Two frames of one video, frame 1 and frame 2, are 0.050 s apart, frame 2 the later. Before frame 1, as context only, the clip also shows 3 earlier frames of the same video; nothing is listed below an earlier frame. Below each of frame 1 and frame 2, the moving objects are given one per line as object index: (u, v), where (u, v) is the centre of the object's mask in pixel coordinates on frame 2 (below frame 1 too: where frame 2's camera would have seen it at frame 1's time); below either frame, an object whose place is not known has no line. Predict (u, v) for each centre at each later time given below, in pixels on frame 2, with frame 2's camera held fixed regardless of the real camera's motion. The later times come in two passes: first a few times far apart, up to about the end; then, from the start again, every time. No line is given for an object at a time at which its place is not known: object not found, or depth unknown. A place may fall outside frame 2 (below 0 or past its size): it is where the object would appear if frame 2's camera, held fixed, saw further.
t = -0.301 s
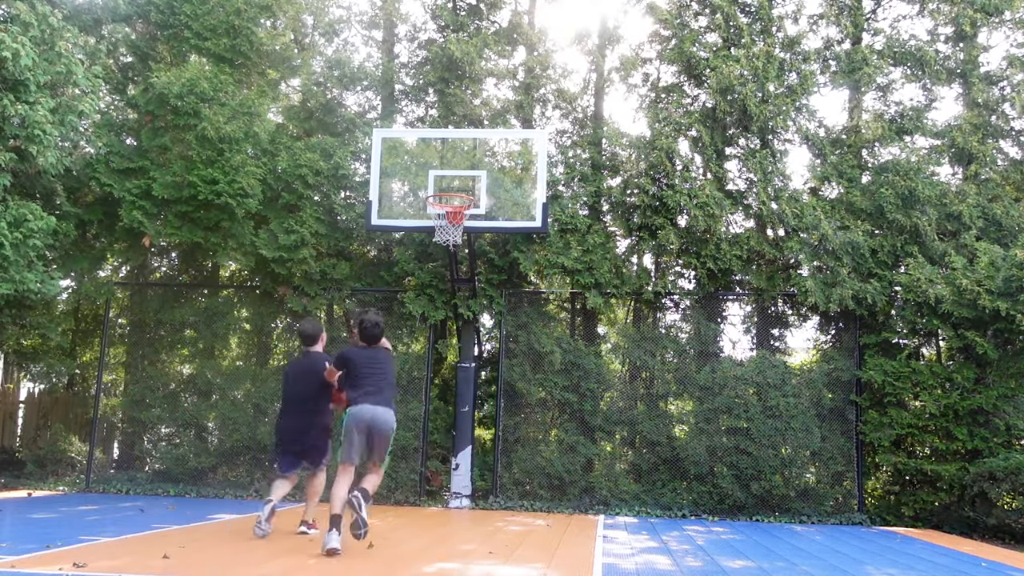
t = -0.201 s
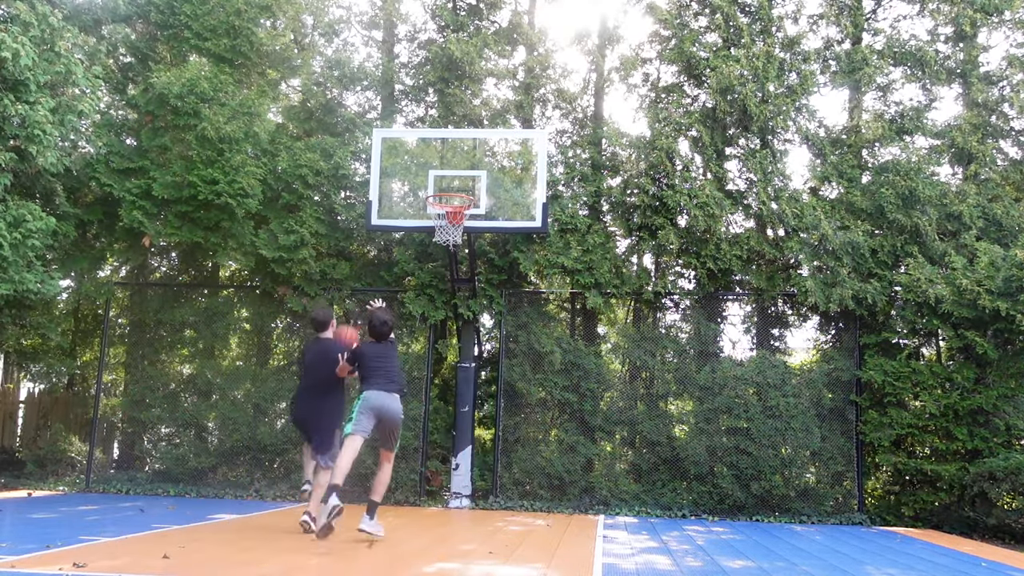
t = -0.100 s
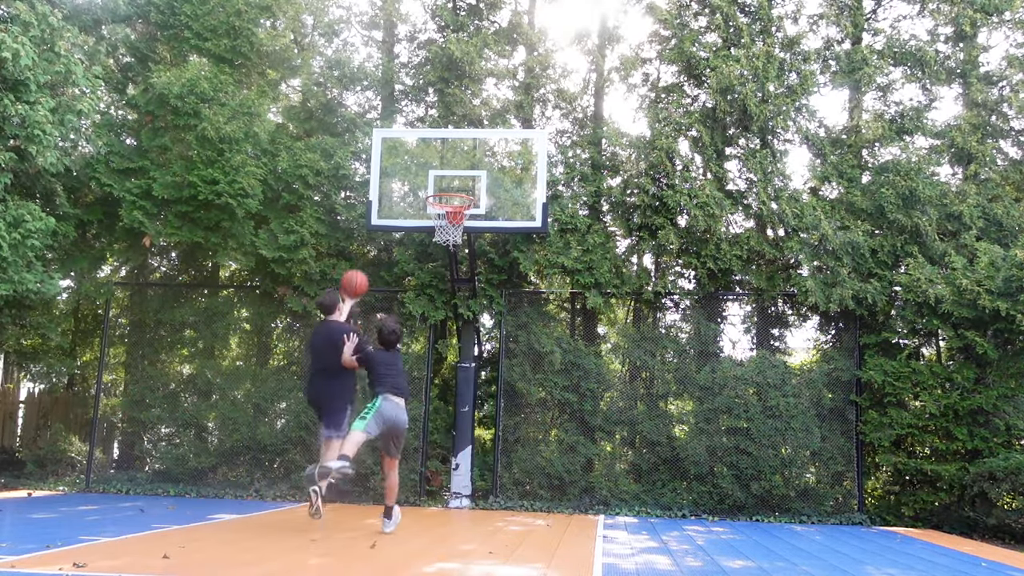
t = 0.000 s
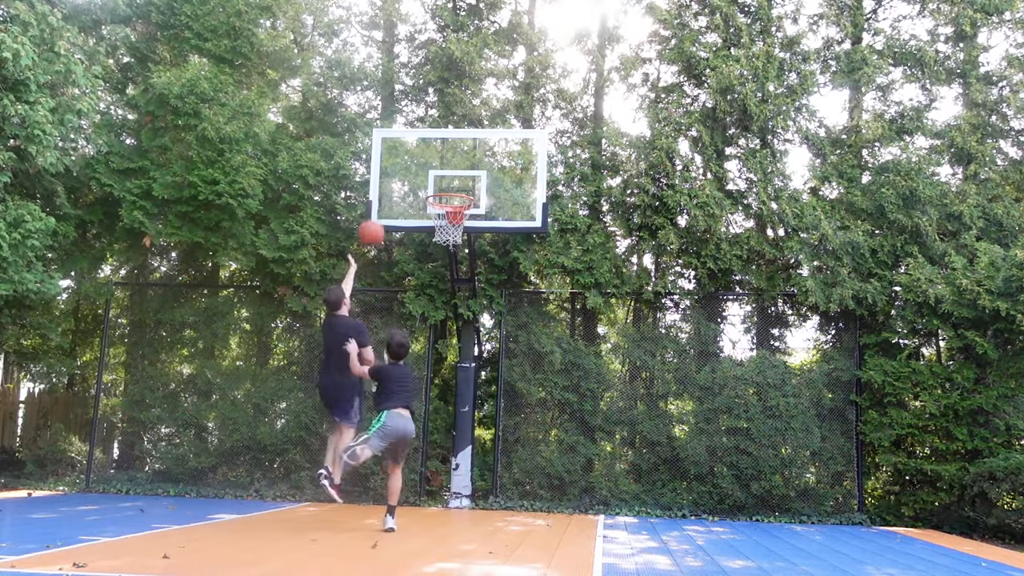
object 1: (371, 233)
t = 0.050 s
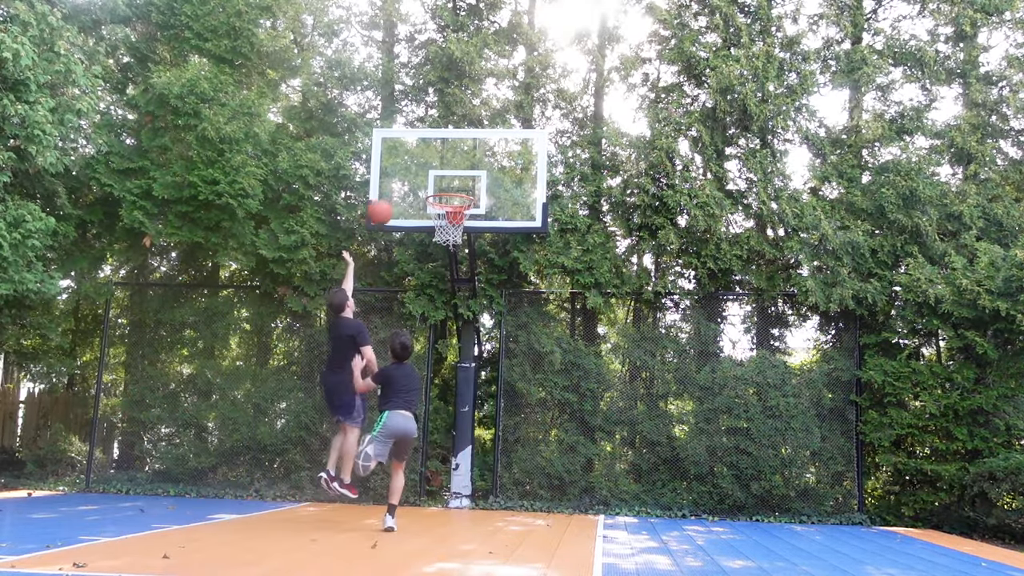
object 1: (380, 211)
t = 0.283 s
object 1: (412, 156)
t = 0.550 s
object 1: (440, 160)
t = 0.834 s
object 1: (455, 186)
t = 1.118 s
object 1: (447, 183)
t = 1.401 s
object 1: (445, 215)
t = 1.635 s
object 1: (453, 270)
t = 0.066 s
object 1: (382, 206)
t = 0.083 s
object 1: (384, 200)
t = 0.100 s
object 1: (387, 195)
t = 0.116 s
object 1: (389, 189)
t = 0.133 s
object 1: (392, 185)
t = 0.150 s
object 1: (394, 180)
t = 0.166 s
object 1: (396, 176)
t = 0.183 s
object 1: (398, 172)
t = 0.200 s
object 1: (400, 169)
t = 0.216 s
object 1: (403, 166)
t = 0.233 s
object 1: (405, 163)
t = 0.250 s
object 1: (407, 161)
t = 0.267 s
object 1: (409, 158)
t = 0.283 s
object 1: (412, 156)
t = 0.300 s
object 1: (413, 155)
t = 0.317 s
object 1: (415, 153)
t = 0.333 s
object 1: (417, 152)
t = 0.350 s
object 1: (419, 151)
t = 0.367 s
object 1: (421, 150)
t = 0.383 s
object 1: (423, 150)
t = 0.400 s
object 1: (425, 150)
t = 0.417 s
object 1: (427, 150)
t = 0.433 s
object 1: (428, 150)
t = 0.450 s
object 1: (430, 151)
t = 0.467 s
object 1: (433, 152)
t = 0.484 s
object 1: (434, 153)
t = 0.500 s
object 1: (435, 154)
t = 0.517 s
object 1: (437, 156)
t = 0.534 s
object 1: (438, 157)
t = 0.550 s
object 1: (440, 160)
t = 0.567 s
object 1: (442, 162)
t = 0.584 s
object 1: (444, 165)
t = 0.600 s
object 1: (445, 167)
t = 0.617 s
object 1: (447, 171)
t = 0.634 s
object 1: (449, 175)
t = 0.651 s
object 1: (450, 178)
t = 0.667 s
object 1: (452, 182)
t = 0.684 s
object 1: (453, 185)
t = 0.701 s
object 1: (455, 187)
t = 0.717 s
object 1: (455, 187)
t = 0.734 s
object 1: (455, 187)
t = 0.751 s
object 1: (455, 187)
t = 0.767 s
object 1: (455, 187)
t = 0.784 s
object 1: (455, 187)
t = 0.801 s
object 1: (455, 186)
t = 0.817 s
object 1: (455, 186)
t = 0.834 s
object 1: (455, 186)
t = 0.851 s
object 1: (455, 186)
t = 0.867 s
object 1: (454, 186)
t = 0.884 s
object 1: (454, 186)
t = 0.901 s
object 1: (455, 186)
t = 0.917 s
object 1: (454, 186)
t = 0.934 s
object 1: (454, 186)
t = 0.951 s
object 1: (455, 185)
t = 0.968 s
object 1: (454, 186)
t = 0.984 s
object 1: (454, 186)
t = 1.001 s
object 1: (453, 185)
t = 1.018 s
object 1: (452, 185)
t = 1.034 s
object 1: (452, 184)
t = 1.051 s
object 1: (451, 184)
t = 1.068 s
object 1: (451, 183)
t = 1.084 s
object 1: (450, 183)
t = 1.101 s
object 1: (448, 183)
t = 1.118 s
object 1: (447, 183)
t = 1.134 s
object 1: (446, 184)
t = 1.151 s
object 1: (445, 184)
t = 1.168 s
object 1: (444, 185)
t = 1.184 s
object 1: (443, 185)
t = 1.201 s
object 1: (442, 186)
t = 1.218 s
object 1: (441, 187)
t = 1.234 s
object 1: (439, 188)
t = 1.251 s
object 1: (438, 190)
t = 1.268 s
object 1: (438, 197)
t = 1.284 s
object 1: (439, 199)
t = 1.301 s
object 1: (440, 201)
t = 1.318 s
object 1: (440, 204)
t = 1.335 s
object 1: (441, 205)
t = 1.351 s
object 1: (441, 207)
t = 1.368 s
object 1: (442, 209)
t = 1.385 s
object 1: (443, 211)
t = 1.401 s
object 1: (445, 215)
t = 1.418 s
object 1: (445, 217)
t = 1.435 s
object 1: (446, 219)
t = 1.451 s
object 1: (448, 222)
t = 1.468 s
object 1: (449, 230)
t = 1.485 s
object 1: (448, 233)
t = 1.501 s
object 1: (449, 242)
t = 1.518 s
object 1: (449, 243)
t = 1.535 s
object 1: (450, 244)
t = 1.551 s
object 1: (450, 247)
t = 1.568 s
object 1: (451, 251)
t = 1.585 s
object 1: (451, 255)
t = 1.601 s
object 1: (452, 260)
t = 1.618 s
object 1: (453, 265)
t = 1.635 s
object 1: (453, 270)
